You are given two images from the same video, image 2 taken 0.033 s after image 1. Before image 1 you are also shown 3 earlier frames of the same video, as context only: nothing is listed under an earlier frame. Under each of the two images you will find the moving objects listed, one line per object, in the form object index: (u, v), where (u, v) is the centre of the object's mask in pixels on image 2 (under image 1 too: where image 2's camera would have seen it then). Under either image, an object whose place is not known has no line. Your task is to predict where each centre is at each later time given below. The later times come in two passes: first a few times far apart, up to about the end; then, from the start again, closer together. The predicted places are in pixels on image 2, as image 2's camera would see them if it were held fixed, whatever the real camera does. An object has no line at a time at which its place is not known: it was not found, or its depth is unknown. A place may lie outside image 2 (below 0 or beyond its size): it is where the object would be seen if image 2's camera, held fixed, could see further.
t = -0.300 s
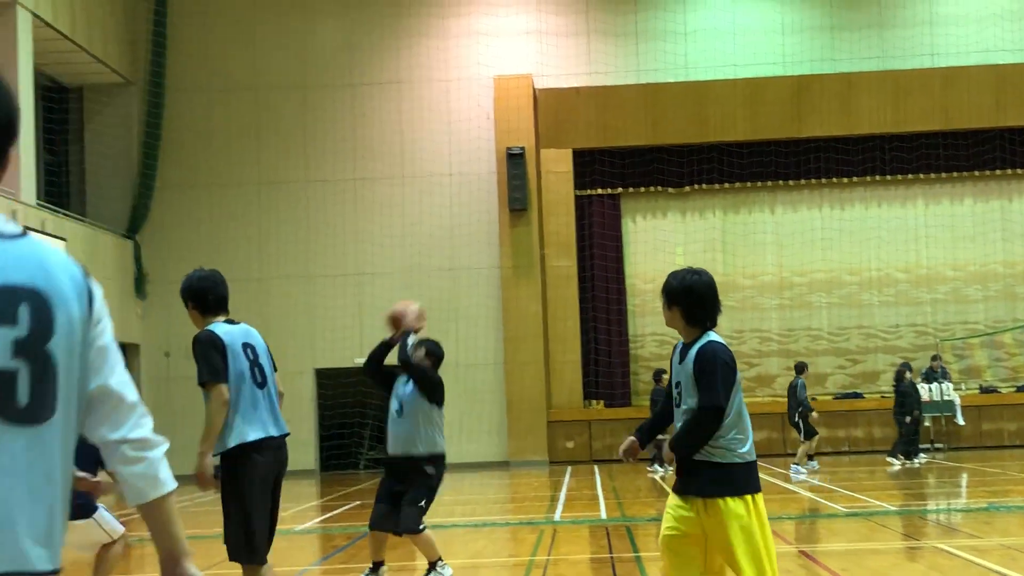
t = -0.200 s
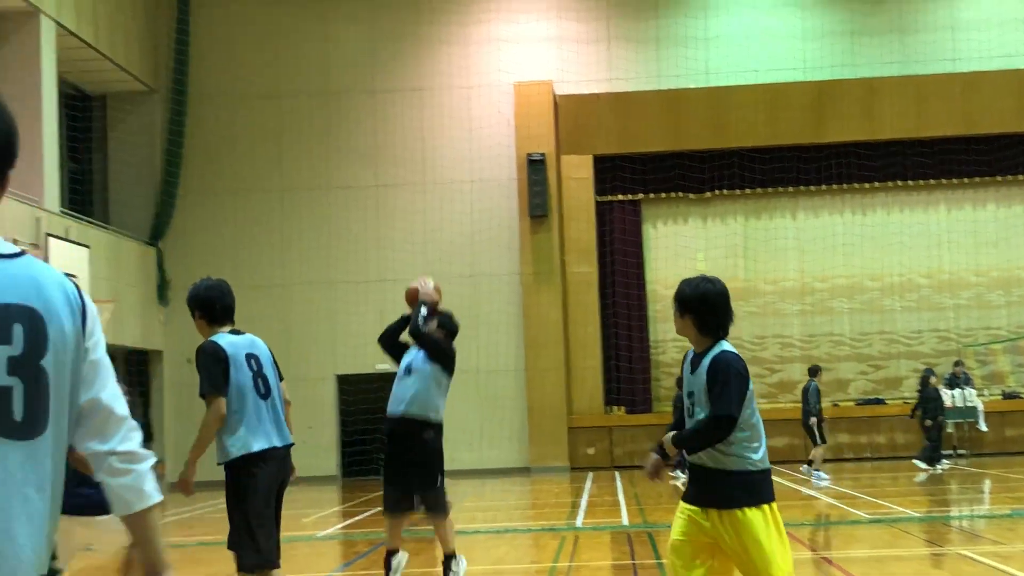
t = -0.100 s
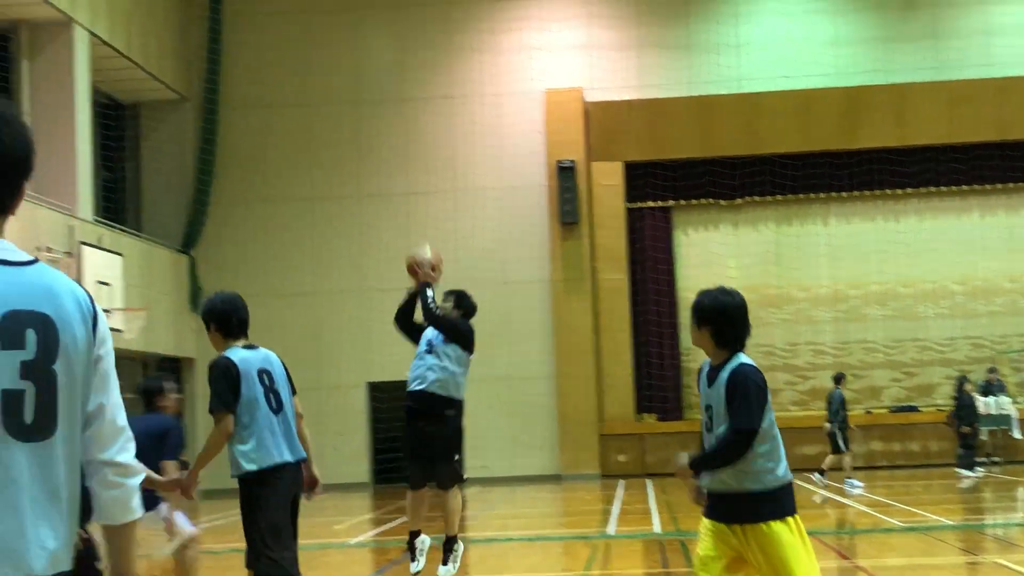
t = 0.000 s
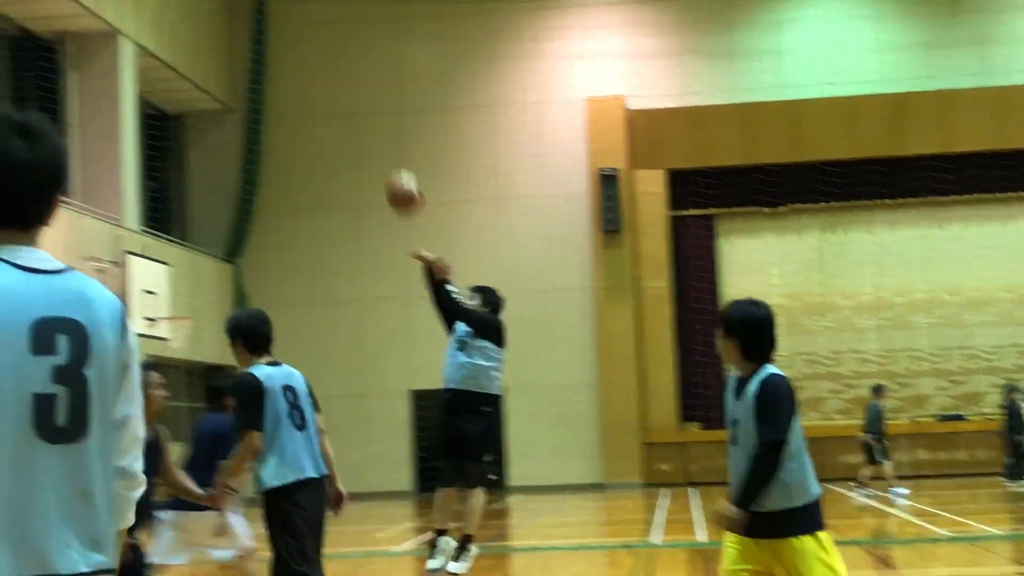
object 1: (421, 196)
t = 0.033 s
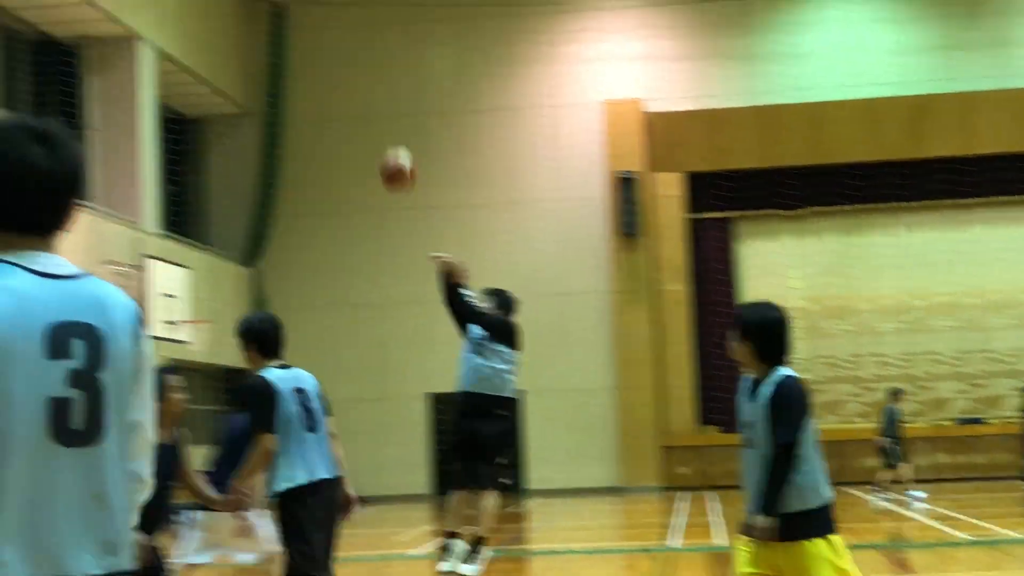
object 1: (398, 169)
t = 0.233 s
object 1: (250, 33)
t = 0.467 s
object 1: (63, -53)
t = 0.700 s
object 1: (-141, -68)
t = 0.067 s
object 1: (374, 143)
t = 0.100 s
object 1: (349, 118)
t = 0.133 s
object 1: (324, 95)
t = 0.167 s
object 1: (299, 73)
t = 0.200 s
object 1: (274, 53)
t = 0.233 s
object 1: (250, 33)
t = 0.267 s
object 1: (224, 15)
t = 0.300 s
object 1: (201, -1)
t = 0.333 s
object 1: (173, -15)
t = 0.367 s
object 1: (147, -28)
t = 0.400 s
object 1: (120, -38)
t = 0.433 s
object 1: (92, -46)
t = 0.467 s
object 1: (63, -53)
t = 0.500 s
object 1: (33, -60)
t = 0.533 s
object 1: (6, -66)
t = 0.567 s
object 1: (-24, -68)
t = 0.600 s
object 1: (-55, -71)
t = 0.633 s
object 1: (-79, -71)
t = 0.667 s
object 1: (-110, -72)
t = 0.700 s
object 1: (-141, -68)
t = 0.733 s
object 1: (-172, -62)
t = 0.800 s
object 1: (-239, -44)
